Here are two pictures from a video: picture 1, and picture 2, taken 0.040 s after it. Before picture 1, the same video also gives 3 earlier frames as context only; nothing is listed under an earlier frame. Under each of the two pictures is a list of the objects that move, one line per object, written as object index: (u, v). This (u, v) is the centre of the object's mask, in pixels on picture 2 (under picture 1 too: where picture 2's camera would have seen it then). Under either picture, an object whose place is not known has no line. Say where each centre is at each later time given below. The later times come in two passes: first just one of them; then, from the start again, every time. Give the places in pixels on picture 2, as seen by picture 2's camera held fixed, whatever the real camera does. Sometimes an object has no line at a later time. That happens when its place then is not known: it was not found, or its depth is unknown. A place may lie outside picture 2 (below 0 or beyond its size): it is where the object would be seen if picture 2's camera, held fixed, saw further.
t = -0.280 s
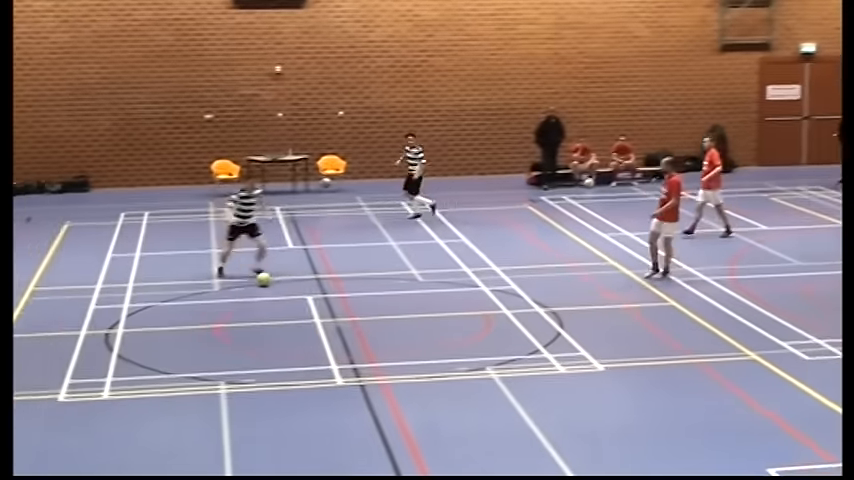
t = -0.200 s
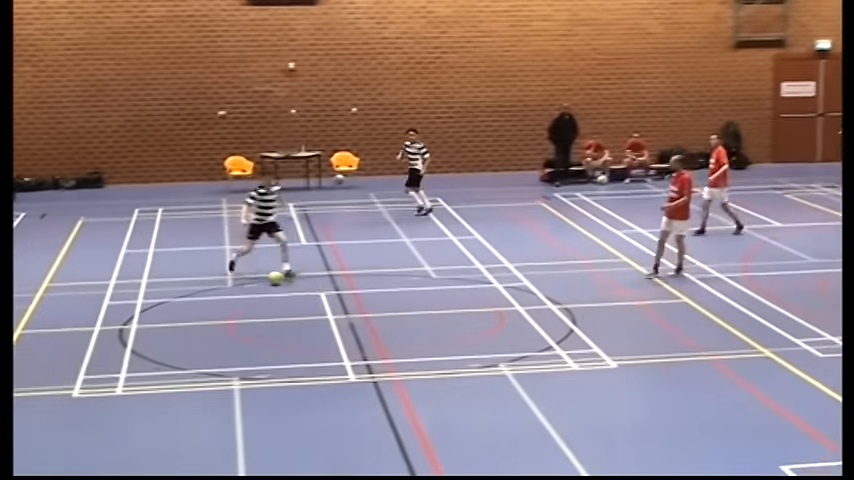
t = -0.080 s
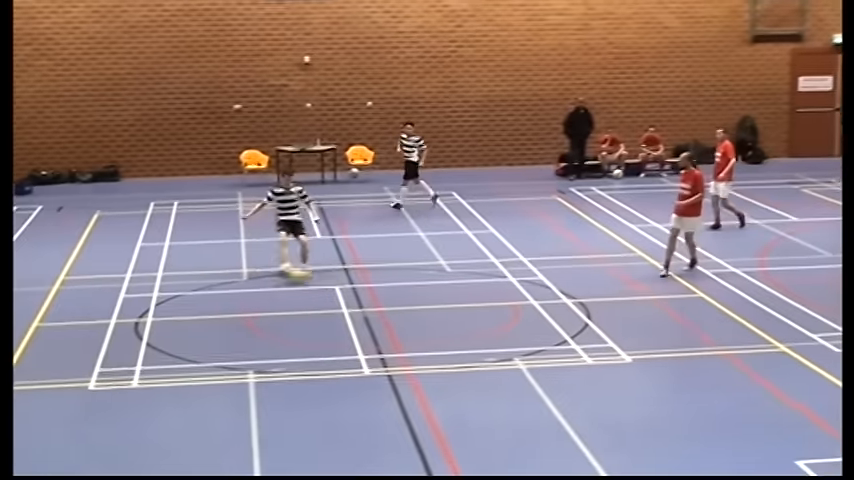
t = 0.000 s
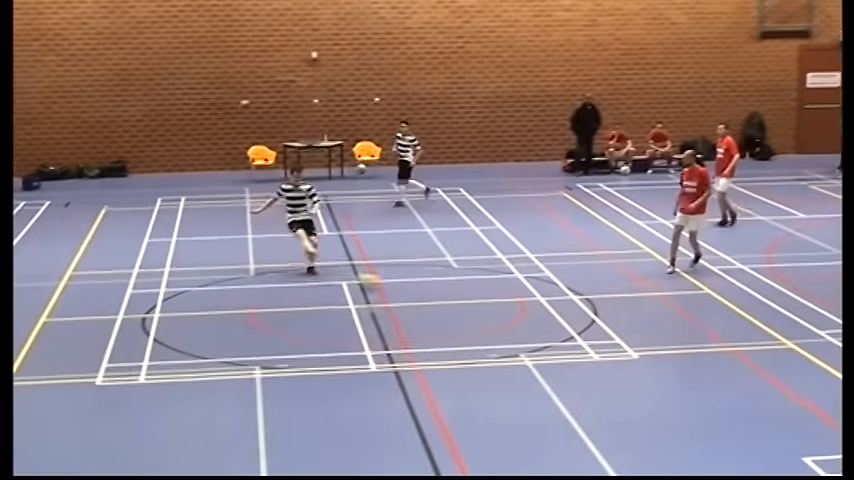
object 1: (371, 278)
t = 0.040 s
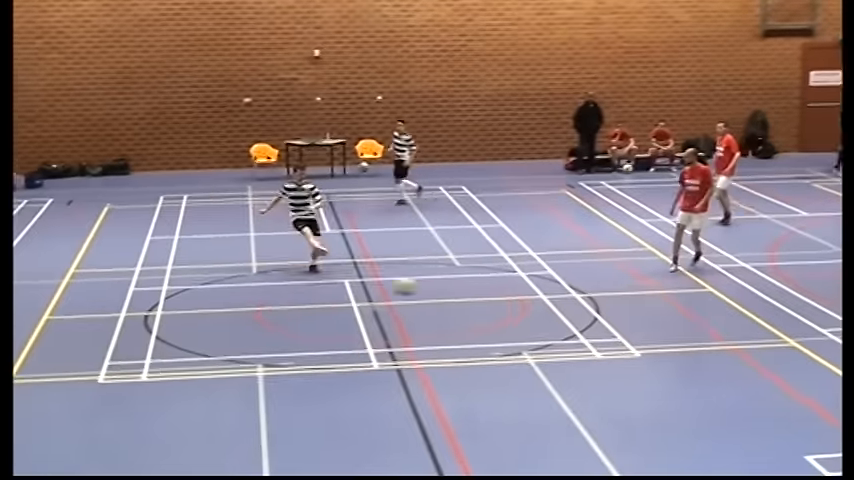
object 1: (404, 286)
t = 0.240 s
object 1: (568, 310)
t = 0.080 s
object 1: (435, 291)
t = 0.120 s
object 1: (468, 294)
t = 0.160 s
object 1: (501, 301)
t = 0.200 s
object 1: (534, 307)
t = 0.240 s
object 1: (568, 310)
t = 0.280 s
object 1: (602, 313)
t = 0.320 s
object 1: (636, 321)
